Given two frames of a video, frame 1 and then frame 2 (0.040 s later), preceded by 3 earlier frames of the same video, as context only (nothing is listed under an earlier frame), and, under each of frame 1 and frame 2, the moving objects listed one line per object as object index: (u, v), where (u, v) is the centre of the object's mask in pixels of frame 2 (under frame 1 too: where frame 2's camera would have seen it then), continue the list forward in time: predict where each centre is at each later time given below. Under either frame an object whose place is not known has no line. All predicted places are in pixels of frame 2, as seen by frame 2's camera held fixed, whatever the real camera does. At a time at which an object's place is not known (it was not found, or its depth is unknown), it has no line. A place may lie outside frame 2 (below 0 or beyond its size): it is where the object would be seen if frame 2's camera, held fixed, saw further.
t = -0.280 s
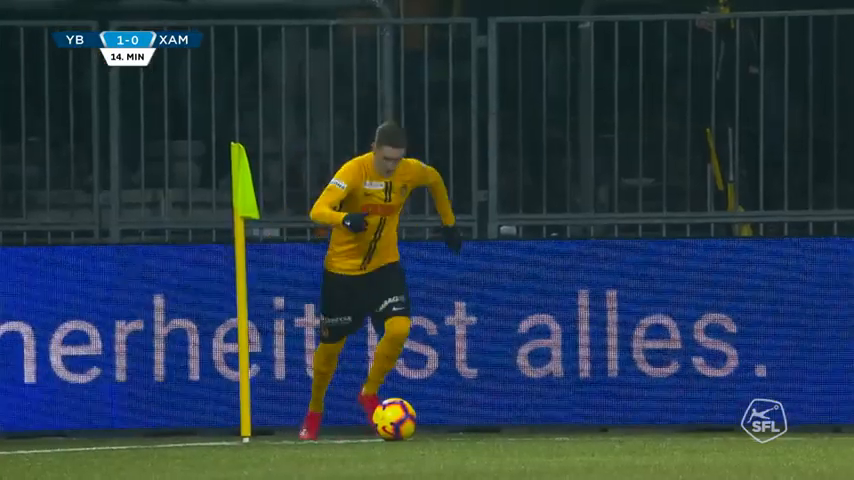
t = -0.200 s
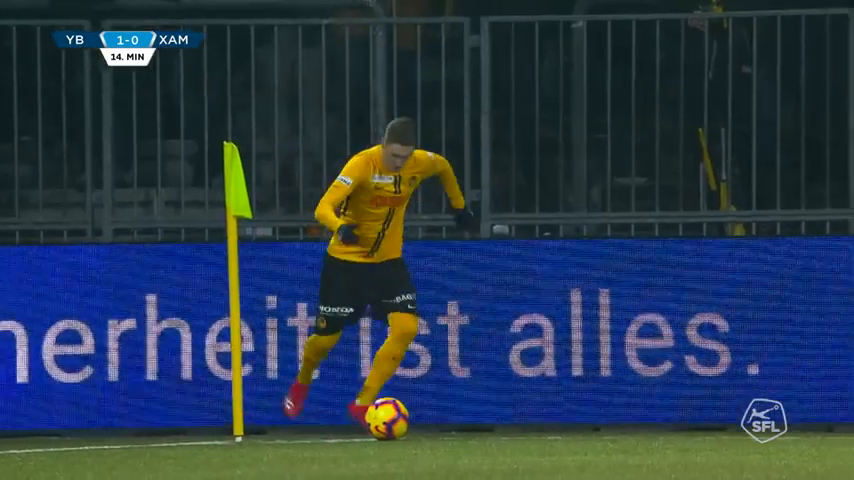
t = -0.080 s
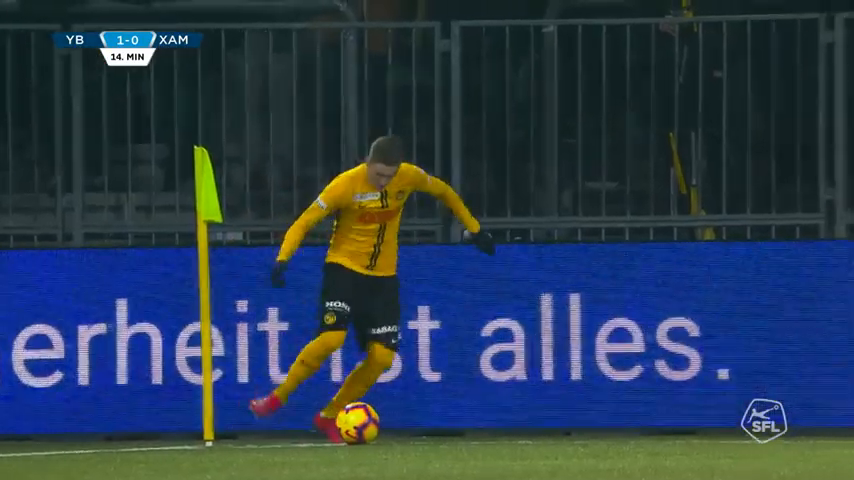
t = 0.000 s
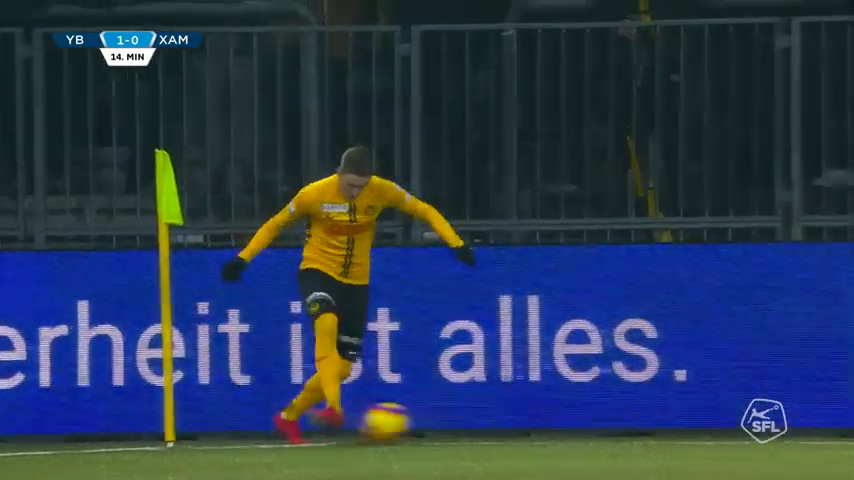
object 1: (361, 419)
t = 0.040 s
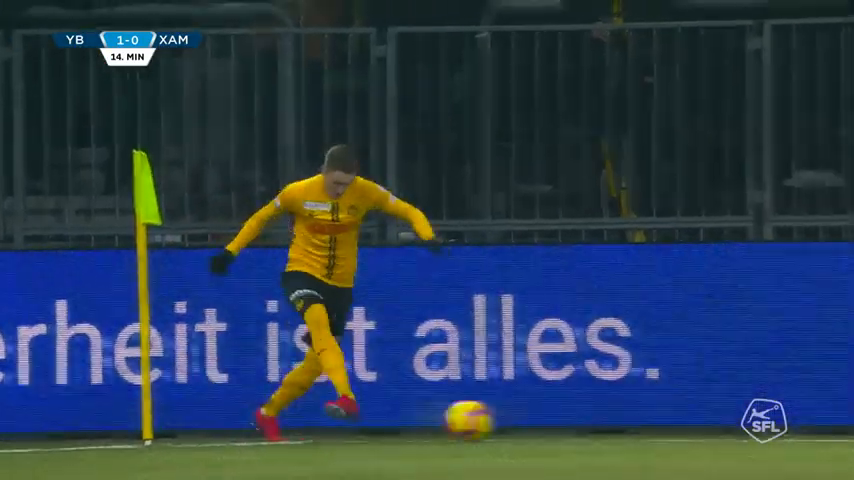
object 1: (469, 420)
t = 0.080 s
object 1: (574, 420)
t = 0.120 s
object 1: (680, 420)
